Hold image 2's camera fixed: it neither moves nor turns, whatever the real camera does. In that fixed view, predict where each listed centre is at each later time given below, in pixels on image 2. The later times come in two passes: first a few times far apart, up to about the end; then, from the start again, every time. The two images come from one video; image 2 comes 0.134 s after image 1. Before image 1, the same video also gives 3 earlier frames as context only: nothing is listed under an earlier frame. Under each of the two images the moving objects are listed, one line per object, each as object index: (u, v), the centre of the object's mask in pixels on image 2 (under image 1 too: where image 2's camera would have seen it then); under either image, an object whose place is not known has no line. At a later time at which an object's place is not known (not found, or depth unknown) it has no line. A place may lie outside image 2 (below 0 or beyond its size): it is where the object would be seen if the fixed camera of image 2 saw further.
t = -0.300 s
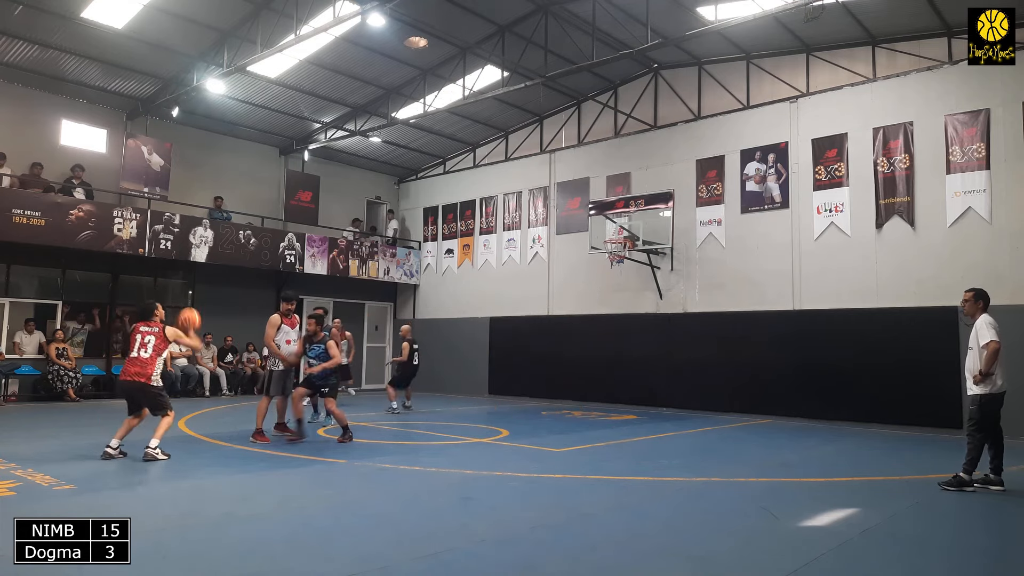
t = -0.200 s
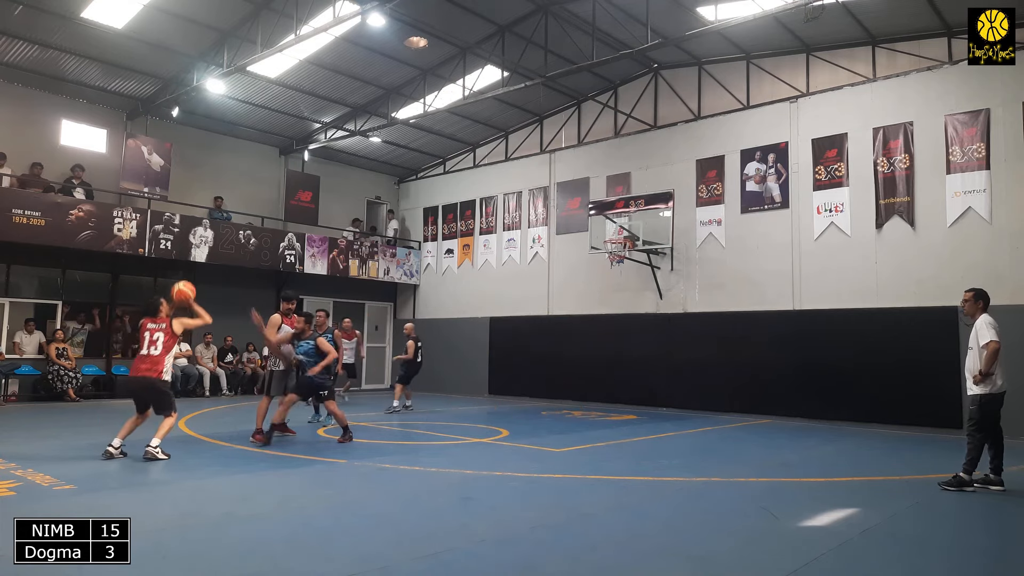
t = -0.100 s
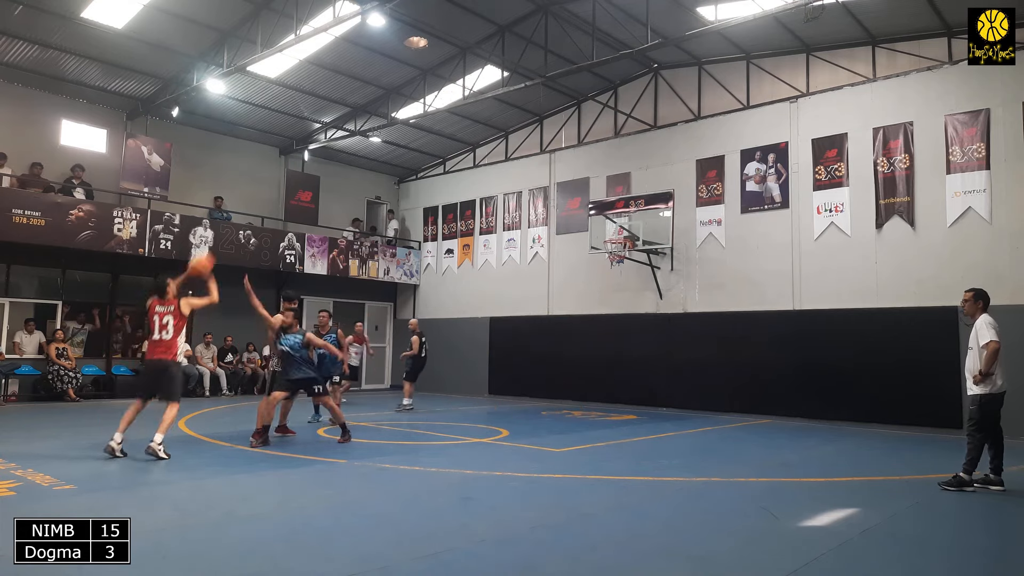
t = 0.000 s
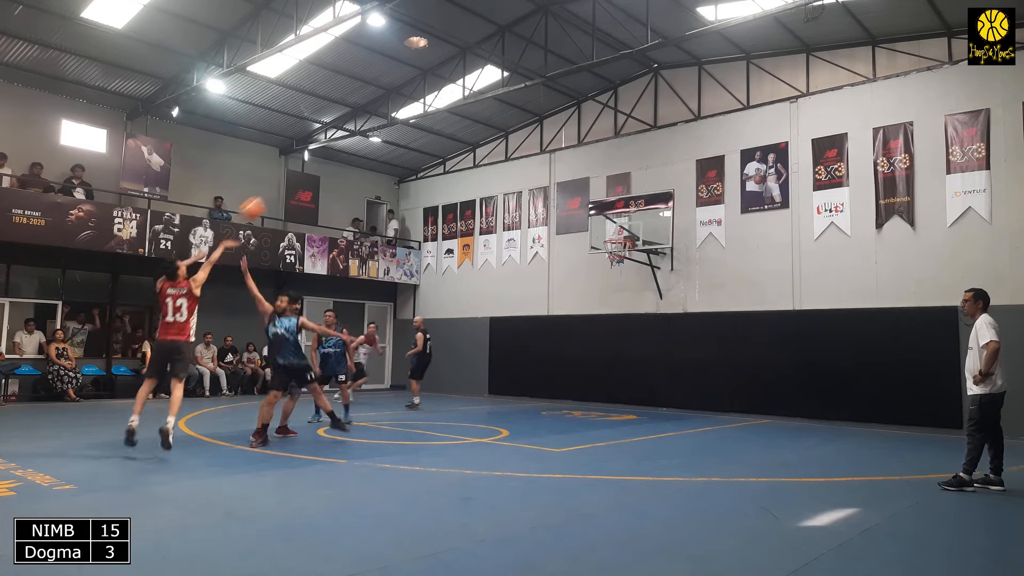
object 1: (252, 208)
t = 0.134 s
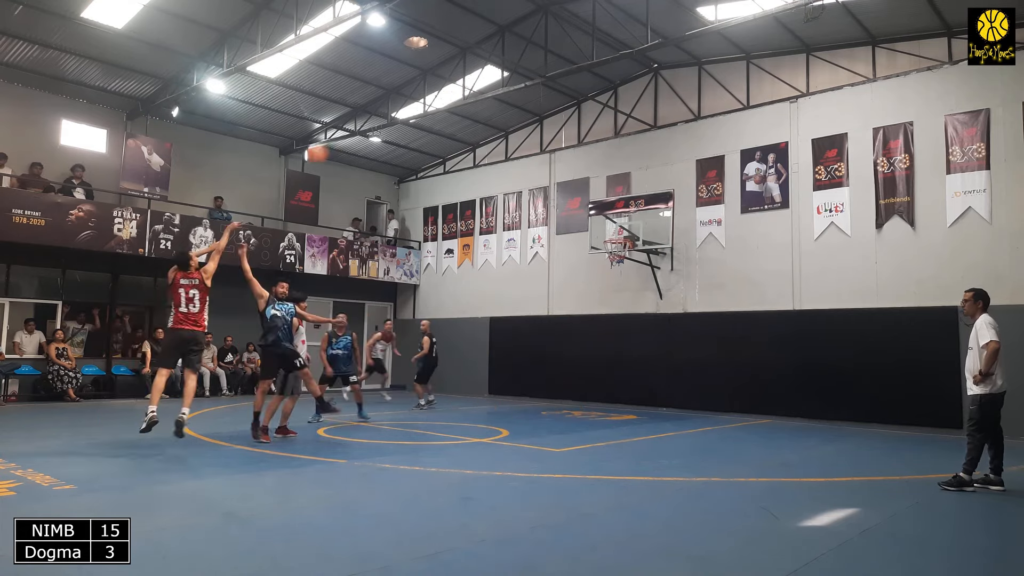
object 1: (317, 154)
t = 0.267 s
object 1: (372, 120)
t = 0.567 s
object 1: (469, 100)
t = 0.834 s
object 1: (536, 128)
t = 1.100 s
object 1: (589, 189)
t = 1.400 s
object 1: (614, 245)
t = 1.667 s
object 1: (617, 256)
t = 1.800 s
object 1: (619, 270)
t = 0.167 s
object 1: (331, 145)
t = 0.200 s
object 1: (345, 135)
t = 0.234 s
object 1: (359, 127)
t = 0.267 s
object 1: (372, 120)
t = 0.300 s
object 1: (383, 114)
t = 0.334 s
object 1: (394, 110)
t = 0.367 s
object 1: (405, 105)
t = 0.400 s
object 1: (418, 102)
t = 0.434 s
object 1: (428, 100)
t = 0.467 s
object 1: (439, 100)
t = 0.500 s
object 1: (450, 99)
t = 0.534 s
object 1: (460, 99)
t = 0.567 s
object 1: (469, 100)
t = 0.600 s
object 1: (478, 101)
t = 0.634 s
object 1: (487, 102)
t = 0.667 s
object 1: (495, 105)
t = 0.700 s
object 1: (504, 109)
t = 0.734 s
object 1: (512, 113)
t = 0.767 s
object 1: (520, 117)
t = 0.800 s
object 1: (528, 122)
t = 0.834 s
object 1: (536, 128)
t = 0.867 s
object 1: (543, 134)
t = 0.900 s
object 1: (550, 141)
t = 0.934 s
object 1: (557, 148)
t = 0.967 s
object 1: (563, 154)
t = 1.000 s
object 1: (570, 163)
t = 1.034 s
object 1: (578, 171)
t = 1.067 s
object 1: (583, 180)
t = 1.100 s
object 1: (589, 189)
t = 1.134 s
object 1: (595, 199)
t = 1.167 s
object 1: (601, 209)
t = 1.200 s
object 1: (607, 219)
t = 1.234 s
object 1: (613, 229)
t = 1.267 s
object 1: (619, 236)
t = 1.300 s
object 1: (618, 245)
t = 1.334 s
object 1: (617, 250)
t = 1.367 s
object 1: (615, 249)
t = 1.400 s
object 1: (614, 245)
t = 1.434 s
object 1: (613, 244)
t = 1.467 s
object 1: (613, 245)
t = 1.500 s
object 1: (613, 247)
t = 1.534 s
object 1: (613, 249)
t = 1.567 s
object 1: (614, 251)
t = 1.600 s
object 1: (615, 253)
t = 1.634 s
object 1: (616, 255)
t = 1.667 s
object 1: (617, 256)
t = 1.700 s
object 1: (617, 258)
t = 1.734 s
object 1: (617, 261)
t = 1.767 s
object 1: (618, 266)
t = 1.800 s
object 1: (619, 270)
